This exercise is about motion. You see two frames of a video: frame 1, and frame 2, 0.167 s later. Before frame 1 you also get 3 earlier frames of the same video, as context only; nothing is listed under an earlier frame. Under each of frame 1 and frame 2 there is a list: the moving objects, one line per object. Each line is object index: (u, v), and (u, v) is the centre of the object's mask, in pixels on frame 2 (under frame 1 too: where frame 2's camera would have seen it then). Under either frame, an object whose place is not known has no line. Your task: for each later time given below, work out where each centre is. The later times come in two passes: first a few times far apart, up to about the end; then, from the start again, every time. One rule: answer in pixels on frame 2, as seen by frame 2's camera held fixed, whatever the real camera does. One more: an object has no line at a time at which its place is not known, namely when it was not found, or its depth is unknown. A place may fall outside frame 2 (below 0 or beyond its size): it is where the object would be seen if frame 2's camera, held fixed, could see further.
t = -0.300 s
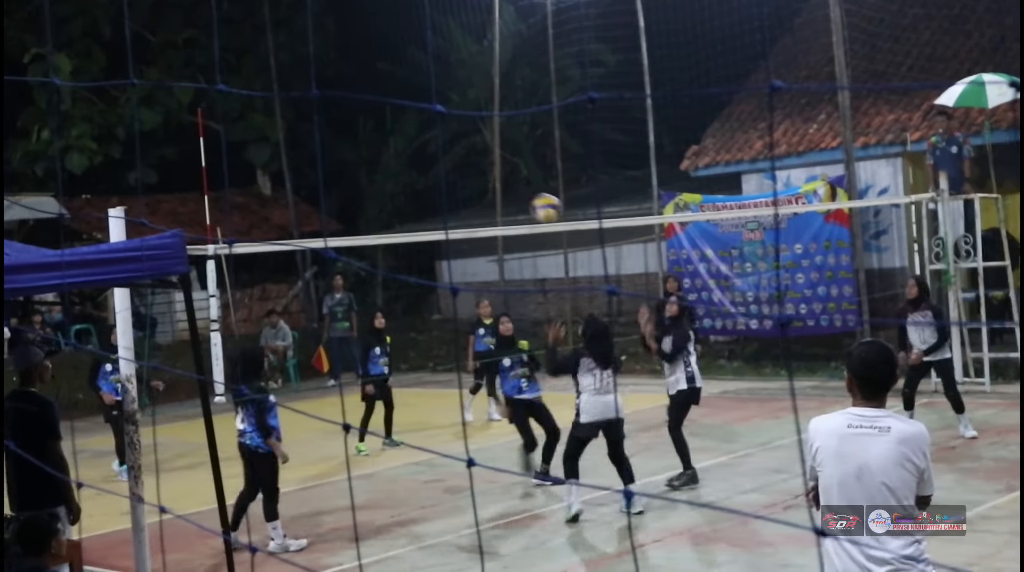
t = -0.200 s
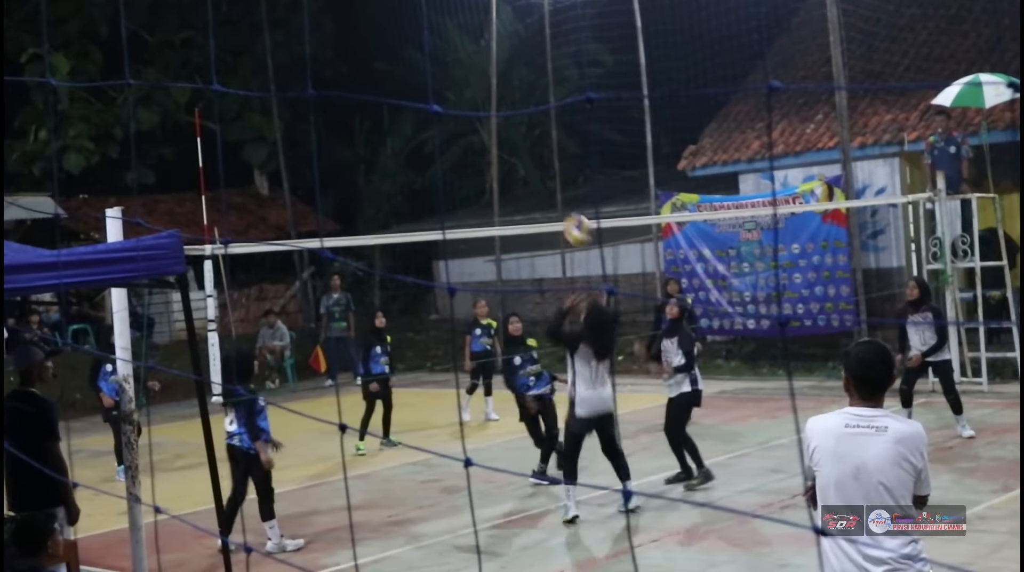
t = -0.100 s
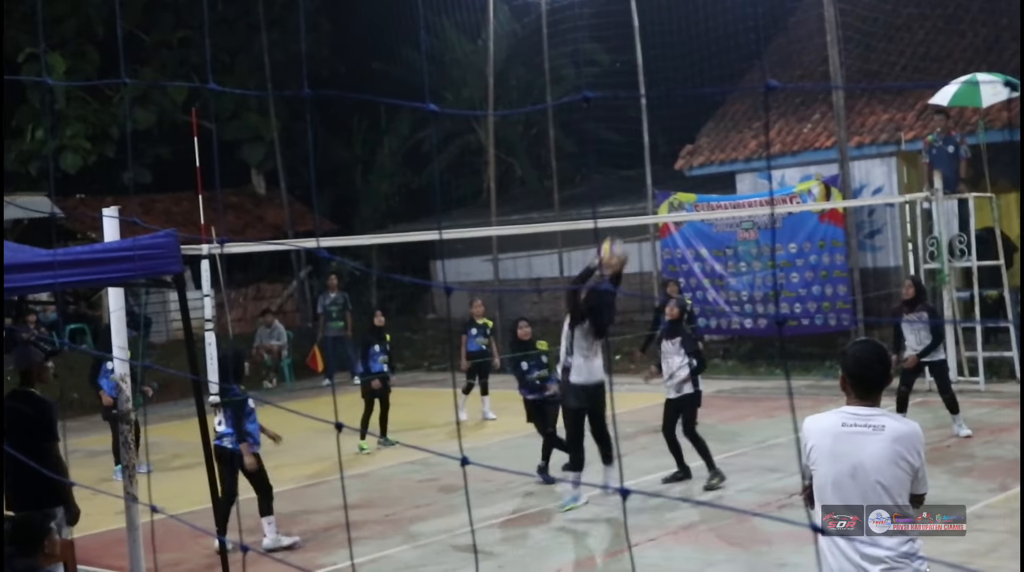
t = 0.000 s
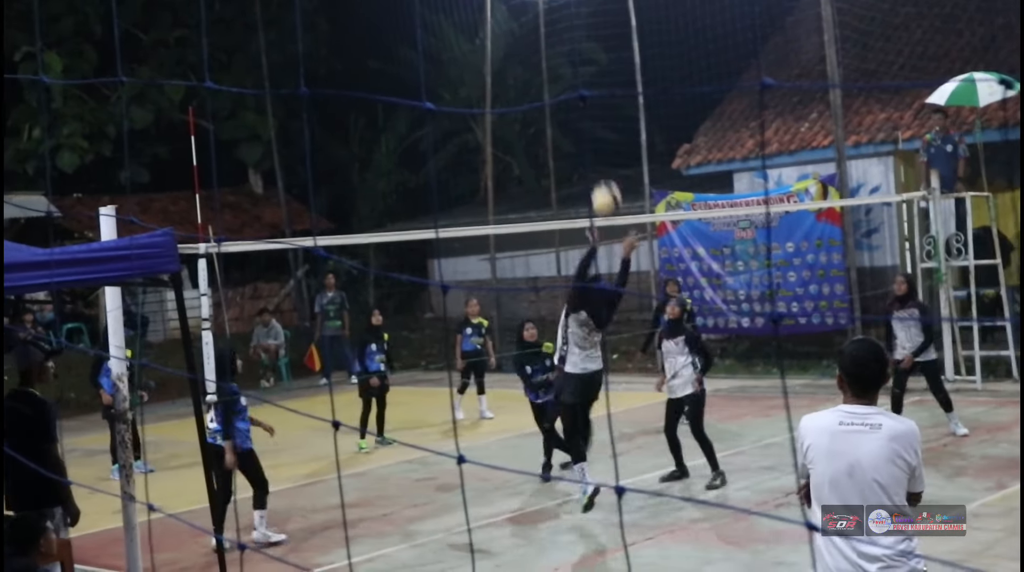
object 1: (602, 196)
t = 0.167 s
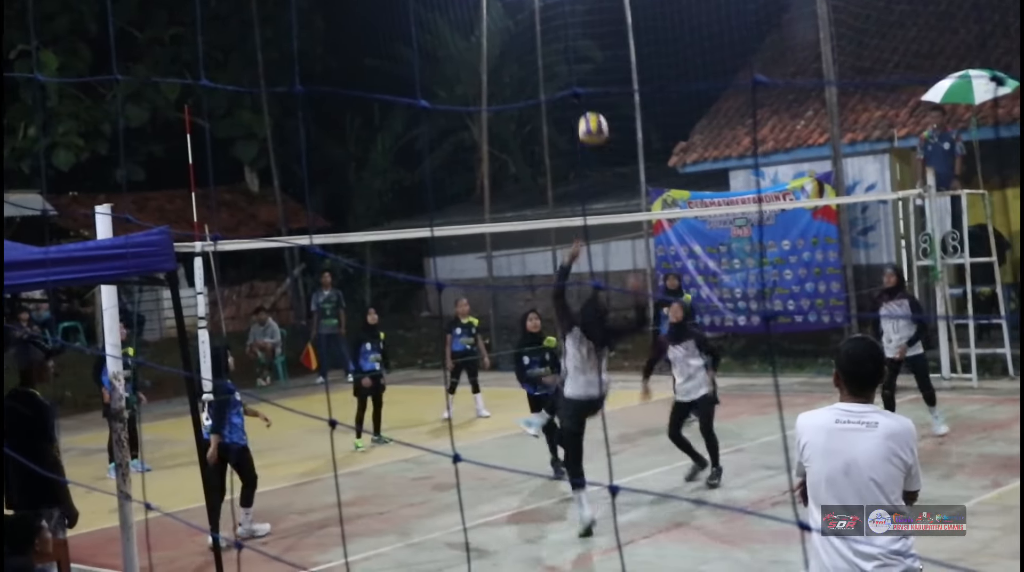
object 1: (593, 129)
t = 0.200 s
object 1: (591, 120)
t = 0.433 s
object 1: (582, 100)
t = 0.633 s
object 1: (579, 144)
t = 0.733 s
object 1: (578, 187)
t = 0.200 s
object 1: (591, 120)
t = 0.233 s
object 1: (589, 112)
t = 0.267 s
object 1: (588, 106)
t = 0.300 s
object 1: (586, 102)
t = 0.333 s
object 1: (585, 99)
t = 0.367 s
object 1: (584, 98)
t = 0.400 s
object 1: (583, 98)
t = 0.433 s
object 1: (582, 100)
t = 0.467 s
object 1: (581, 103)
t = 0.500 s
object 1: (580, 108)
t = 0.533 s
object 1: (580, 115)
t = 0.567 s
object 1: (579, 122)
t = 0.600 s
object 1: (579, 132)
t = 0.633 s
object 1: (579, 144)
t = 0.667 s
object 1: (578, 157)
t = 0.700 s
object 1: (578, 172)
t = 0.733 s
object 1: (578, 187)
